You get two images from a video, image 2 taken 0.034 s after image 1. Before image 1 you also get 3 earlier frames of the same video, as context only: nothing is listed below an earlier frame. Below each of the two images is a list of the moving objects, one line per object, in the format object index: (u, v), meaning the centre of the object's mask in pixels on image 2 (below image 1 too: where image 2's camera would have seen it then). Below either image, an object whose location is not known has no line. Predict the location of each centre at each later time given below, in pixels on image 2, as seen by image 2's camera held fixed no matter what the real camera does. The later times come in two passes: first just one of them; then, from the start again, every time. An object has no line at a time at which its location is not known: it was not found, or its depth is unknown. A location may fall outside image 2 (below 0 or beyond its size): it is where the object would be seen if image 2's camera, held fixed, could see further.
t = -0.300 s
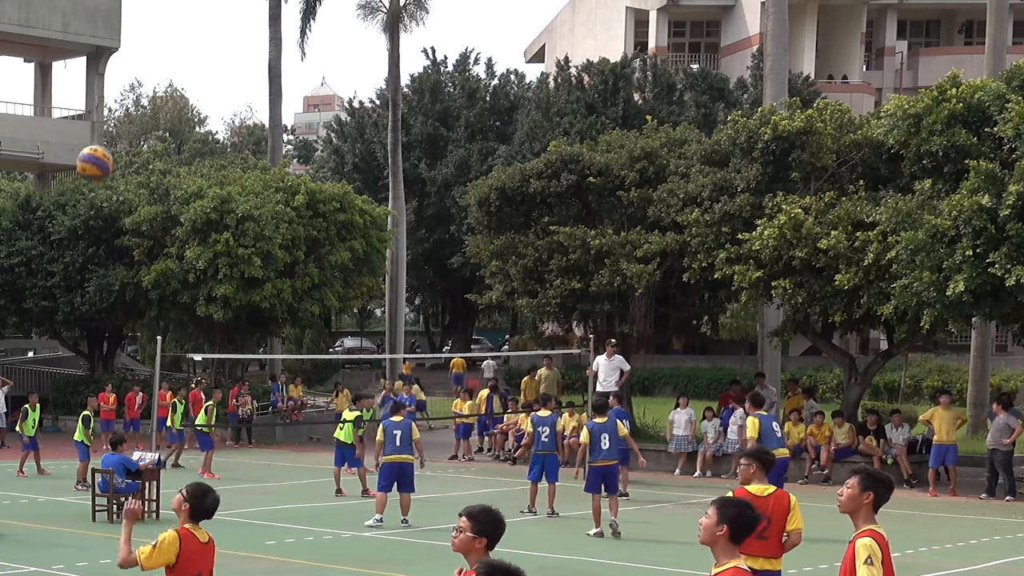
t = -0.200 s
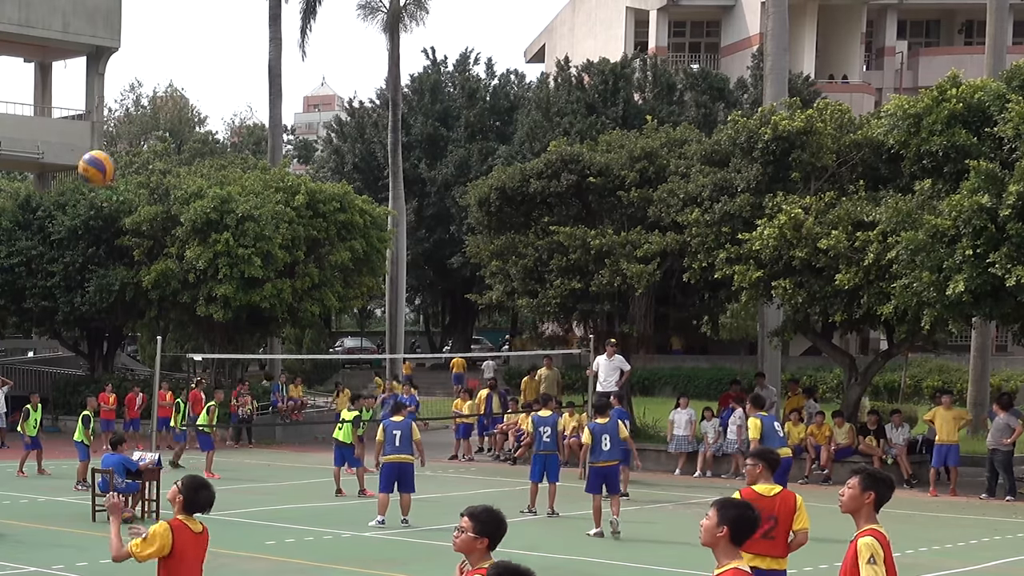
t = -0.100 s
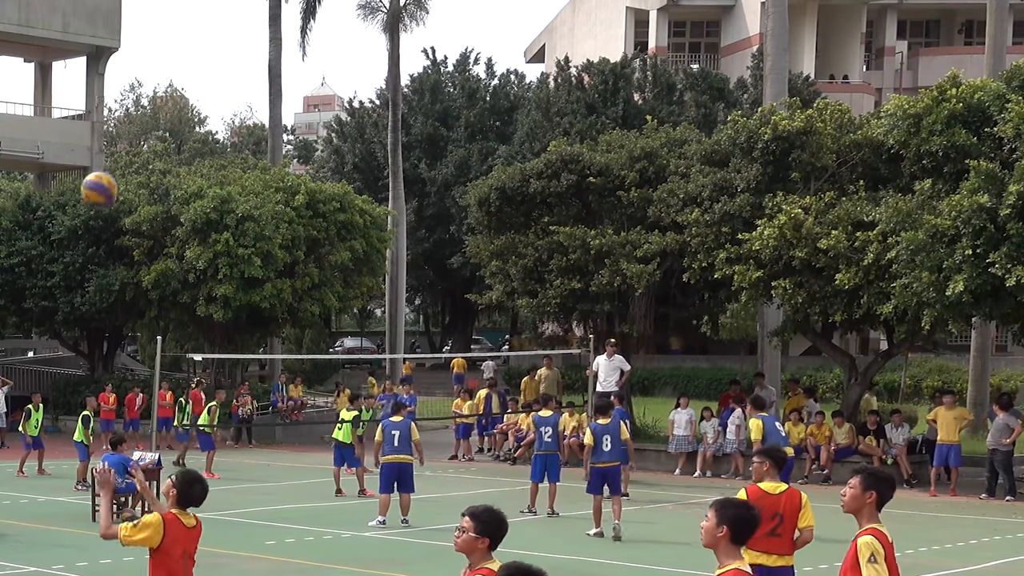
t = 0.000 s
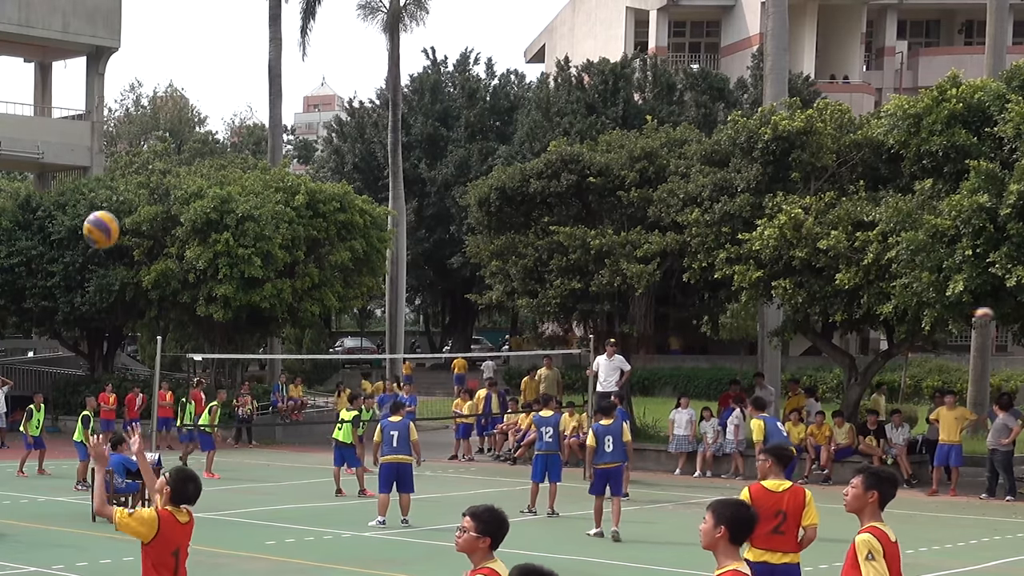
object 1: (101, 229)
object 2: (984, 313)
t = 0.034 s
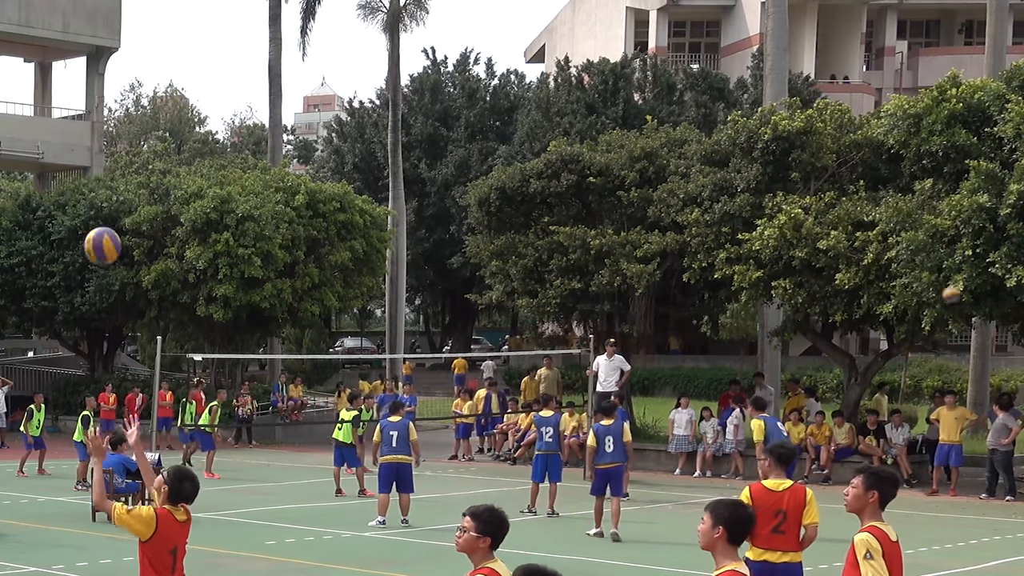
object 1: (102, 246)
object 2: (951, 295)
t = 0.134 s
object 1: (105, 308)
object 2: (859, 242)
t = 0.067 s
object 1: (103, 264)
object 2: (920, 274)
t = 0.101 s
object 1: (104, 285)
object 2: (889, 258)
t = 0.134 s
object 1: (105, 308)
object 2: (859, 242)
